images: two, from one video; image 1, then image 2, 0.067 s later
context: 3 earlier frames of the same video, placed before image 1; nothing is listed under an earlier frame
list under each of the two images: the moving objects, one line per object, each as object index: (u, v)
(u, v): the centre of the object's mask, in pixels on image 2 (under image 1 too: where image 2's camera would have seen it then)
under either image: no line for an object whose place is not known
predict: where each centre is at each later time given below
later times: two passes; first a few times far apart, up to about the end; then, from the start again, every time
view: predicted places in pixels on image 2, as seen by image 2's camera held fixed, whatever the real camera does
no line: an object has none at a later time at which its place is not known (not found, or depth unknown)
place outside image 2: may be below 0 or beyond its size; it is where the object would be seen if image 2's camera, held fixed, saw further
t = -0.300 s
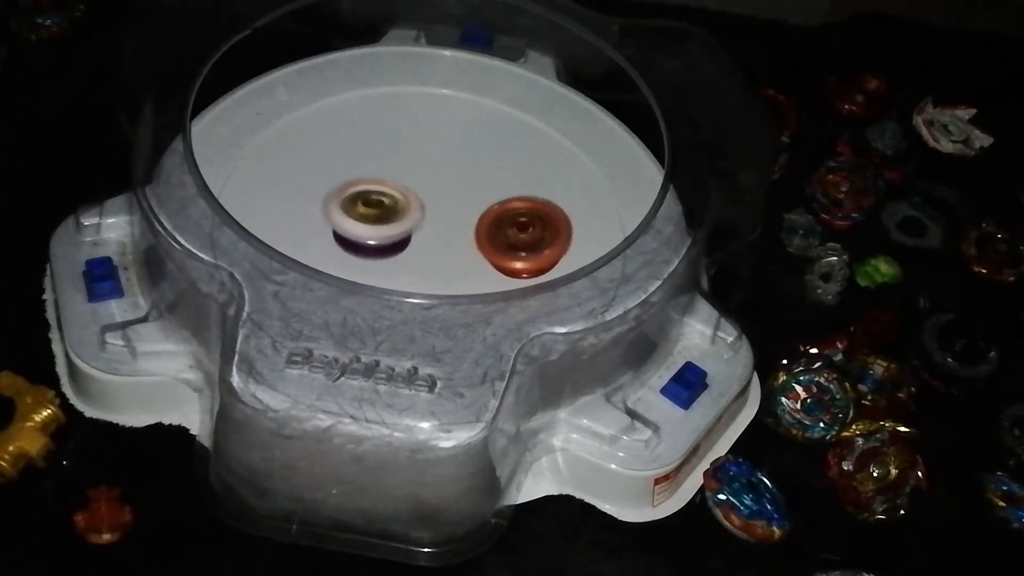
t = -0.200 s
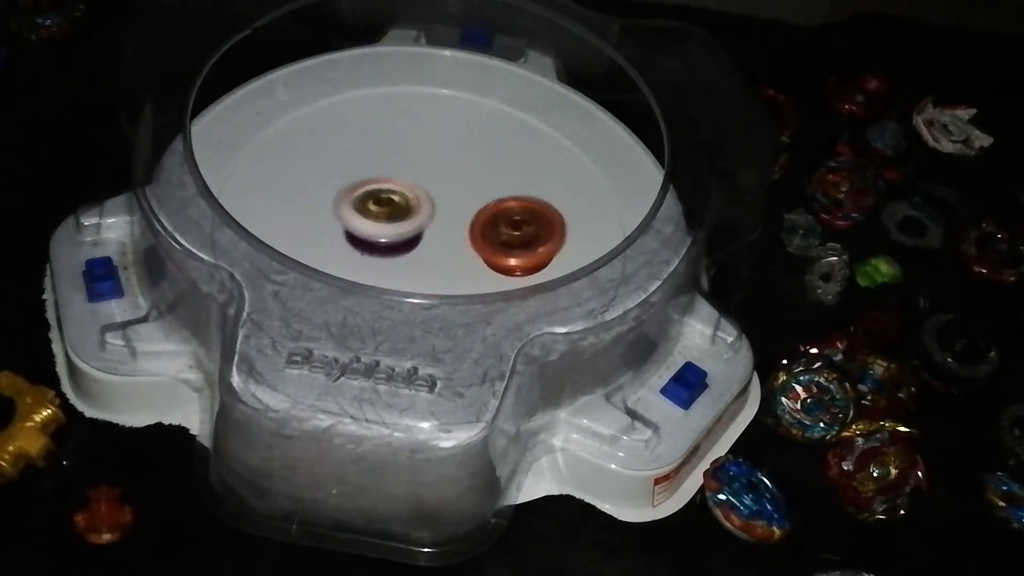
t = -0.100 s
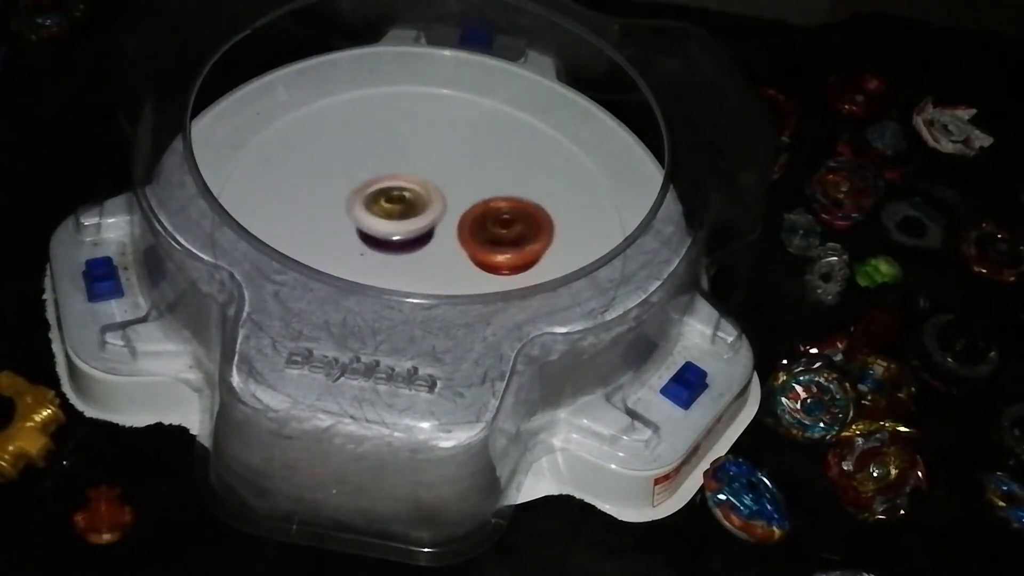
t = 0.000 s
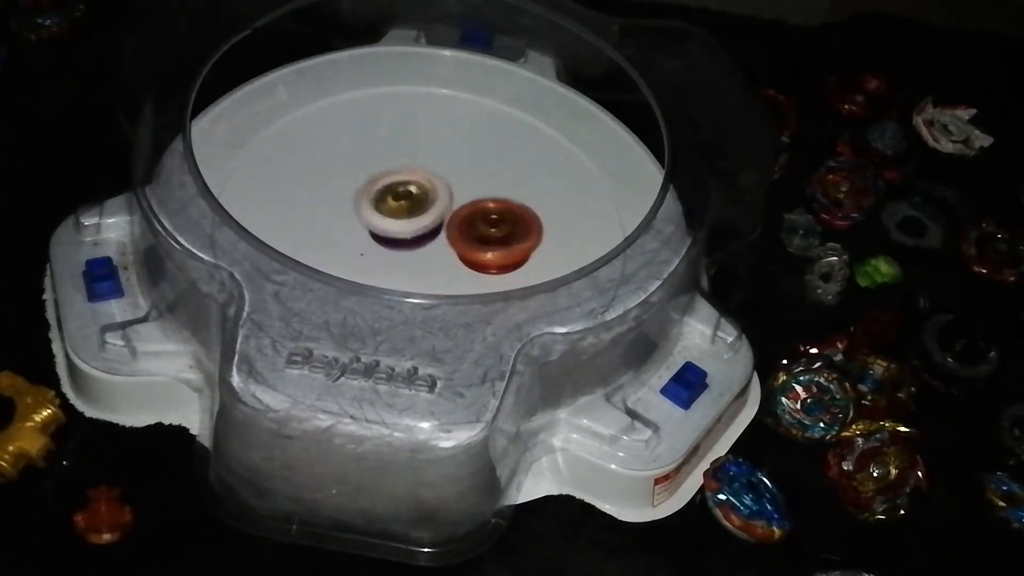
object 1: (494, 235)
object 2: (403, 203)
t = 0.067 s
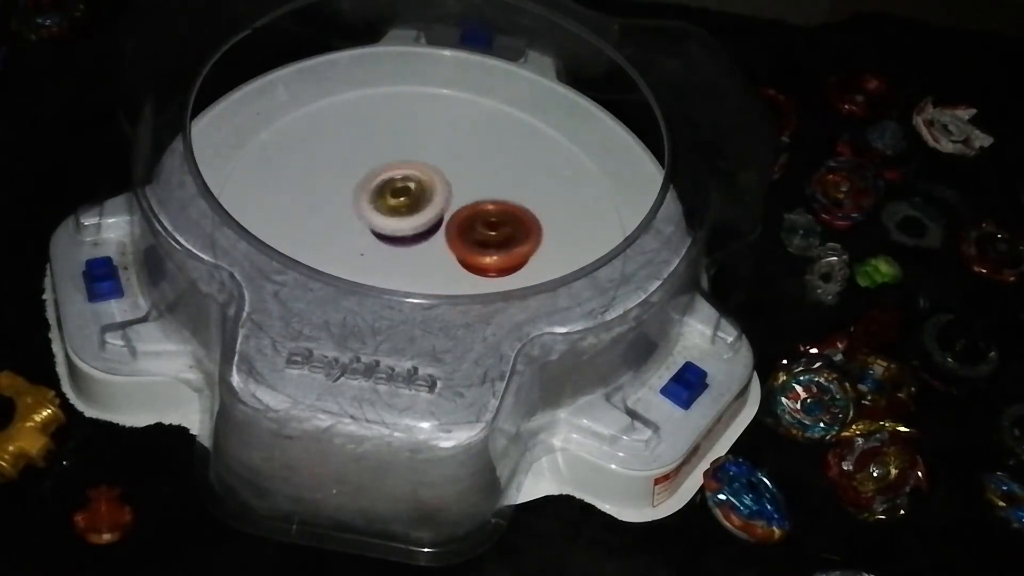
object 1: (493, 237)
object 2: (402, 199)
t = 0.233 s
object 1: (495, 238)
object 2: (385, 184)
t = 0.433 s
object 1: (463, 234)
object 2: (388, 182)
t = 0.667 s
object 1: (453, 242)
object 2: (379, 184)
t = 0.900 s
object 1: (450, 254)
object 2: (381, 189)
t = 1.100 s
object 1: (448, 259)
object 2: (385, 198)
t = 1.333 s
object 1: (445, 257)
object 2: (383, 195)
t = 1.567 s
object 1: (447, 250)
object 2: (382, 189)
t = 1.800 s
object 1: (459, 255)
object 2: (387, 185)
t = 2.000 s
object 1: (459, 255)
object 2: (393, 188)
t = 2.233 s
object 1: (456, 257)
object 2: (395, 191)
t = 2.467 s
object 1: (452, 258)
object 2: (400, 191)
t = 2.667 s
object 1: (451, 267)
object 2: (395, 181)
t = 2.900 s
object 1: (440, 265)
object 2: (405, 178)
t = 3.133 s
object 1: (424, 251)
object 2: (408, 178)
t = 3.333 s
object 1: (432, 249)
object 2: (408, 172)
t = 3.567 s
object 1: (445, 245)
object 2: (413, 172)
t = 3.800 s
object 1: (451, 246)
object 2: (419, 169)
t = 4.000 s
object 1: (448, 253)
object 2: (424, 176)
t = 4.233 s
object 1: (433, 253)
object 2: (428, 178)
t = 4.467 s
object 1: (419, 258)
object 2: (424, 171)
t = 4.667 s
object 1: (409, 249)
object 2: (435, 175)
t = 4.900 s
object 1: (404, 251)
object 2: (439, 181)
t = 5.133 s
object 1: (394, 254)
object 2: (442, 181)
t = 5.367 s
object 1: (396, 243)
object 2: (445, 181)
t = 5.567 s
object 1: (395, 252)
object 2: (460, 170)
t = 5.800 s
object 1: (406, 244)
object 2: (470, 185)
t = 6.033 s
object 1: (410, 252)
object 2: (472, 187)
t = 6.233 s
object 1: (419, 248)
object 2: (480, 187)
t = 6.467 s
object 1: (418, 249)
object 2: (480, 188)
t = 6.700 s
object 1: (403, 255)
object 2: (476, 195)
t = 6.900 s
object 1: (399, 245)
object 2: (488, 201)
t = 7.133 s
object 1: (393, 232)
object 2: (479, 196)
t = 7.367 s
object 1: (384, 238)
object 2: (475, 198)
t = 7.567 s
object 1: (385, 234)
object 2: (477, 205)
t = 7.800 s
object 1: (394, 232)
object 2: (481, 204)
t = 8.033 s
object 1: (396, 233)
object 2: (495, 215)
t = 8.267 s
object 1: (396, 233)
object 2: (493, 211)
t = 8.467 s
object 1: (387, 230)
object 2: (495, 214)
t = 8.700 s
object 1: (363, 216)
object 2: (505, 214)
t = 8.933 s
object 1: (390, 214)
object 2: (501, 230)
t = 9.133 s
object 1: (360, 218)
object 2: (502, 221)
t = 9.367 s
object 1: (355, 214)
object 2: (486, 235)
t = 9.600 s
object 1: (364, 218)
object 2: (466, 232)
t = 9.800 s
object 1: (352, 215)
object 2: (484, 233)
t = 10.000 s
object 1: (363, 217)
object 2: (473, 237)
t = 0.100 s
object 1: (490, 237)
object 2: (403, 198)
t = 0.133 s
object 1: (491, 238)
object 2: (398, 197)
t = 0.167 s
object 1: (495, 239)
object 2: (390, 191)
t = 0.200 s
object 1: (496, 239)
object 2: (387, 187)
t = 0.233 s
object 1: (495, 238)
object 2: (385, 184)
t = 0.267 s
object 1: (491, 237)
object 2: (384, 182)
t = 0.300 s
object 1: (486, 236)
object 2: (383, 182)
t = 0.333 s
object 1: (481, 236)
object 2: (384, 182)
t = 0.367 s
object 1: (475, 235)
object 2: (385, 182)
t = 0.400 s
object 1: (469, 235)
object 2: (387, 183)
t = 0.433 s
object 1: (463, 234)
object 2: (388, 182)
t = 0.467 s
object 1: (462, 236)
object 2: (387, 180)
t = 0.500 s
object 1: (464, 239)
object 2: (384, 179)
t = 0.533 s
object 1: (464, 241)
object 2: (383, 181)
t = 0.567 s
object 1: (463, 242)
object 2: (382, 181)
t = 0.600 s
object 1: (461, 242)
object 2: (382, 181)
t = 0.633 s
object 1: (457, 242)
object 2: (381, 183)
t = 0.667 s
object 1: (453, 242)
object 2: (379, 184)
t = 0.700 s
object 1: (449, 242)
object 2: (380, 184)
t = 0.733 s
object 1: (447, 244)
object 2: (379, 185)
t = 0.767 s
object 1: (449, 249)
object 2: (377, 183)
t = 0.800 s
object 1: (451, 251)
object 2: (377, 184)
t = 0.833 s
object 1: (452, 253)
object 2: (379, 185)
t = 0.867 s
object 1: (451, 254)
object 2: (379, 187)
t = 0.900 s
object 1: (450, 254)
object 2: (381, 189)
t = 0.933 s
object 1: (448, 255)
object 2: (384, 193)
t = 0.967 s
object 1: (448, 256)
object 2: (384, 195)
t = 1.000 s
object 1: (448, 258)
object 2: (385, 196)
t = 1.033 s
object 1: (447, 258)
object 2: (387, 197)
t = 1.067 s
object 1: (446, 258)
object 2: (387, 197)
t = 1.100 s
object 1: (448, 259)
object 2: (385, 198)
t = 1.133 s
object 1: (450, 261)
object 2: (385, 197)
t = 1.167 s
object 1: (450, 260)
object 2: (384, 197)
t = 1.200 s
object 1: (449, 259)
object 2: (386, 198)
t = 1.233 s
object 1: (447, 258)
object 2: (386, 197)
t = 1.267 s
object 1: (445, 257)
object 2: (384, 196)
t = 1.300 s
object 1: (444, 257)
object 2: (384, 195)
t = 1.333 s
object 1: (445, 257)
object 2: (383, 195)
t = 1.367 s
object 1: (446, 257)
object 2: (384, 193)
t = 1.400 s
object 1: (447, 255)
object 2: (384, 191)
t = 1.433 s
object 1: (446, 253)
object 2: (383, 191)
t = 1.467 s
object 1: (445, 252)
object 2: (383, 190)
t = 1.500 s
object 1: (446, 252)
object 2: (382, 190)
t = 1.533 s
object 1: (446, 251)
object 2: (382, 189)
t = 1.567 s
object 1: (447, 250)
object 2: (382, 189)
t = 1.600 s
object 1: (447, 250)
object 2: (382, 189)
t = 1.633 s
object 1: (448, 249)
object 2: (384, 190)
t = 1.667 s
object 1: (450, 250)
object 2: (386, 188)
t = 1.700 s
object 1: (450, 250)
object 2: (387, 188)
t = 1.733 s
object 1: (451, 250)
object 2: (389, 187)
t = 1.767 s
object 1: (456, 253)
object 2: (388, 184)
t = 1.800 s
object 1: (459, 255)
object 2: (387, 185)
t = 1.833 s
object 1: (462, 255)
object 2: (389, 186)
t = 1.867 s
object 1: (462, 255)
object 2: (391, 185)
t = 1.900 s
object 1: (462, 255)
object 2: (390, 185)
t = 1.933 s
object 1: (462, 255)
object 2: (392, 186)
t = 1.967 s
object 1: (460, 255)
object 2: (393, 186)
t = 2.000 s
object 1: (459, 255)
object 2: (393, 188)
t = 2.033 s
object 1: (457, 255)
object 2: (395, 189)
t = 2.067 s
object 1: (456, 255)
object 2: (396, 190)
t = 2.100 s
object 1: (455, 255)
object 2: (397, 191)
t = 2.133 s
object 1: (455, 256)
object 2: (397, 192)
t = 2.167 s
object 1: (454, 256)
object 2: (398, 193)
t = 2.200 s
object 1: (455, 256)
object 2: (398, 193)
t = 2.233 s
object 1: (456, 257)
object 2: (395, 191)
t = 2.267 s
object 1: (459, 259)
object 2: (392, 188)
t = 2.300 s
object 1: (461, 260)
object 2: (395, 189)
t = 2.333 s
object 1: (461, 260)
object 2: (396, 188)
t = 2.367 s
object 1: (460, 260)
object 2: (395, 187)
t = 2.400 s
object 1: (458, 260)
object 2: (395, 188)
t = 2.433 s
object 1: (455, 259)
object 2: (397, 190)
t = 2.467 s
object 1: (452, 258)
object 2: (400, 191)
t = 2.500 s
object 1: (448, 257)
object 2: (400, 187)
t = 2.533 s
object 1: (445, 256)
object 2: (399, 187)
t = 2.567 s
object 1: (444, 257)
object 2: (396, 188)
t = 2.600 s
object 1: (448, 262)
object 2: (393, 182)
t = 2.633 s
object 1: (450, 265)
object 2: (393, 180)
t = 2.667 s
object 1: (451, 267)
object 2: (395, 181)
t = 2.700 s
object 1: (453, 268)
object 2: (396, 182)
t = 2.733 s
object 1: (453, 268)
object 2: (397, 182)
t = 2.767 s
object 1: (451, 267)
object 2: (400, 182)
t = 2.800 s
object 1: (448, 267)
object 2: (402, 181)
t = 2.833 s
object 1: (446, 267)
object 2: (402, 181)
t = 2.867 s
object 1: (443, 266)
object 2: (404, 179)
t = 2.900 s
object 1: (440, 265)
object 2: (405, 178)
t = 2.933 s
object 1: (437, 264)
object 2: (405, 178)
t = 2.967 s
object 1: (434, 262)
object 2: (405, 177)
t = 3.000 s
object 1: (431, 260)
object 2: (407, 177)
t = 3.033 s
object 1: (429, 257)
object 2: (407, 177)
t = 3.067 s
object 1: (426, 255)
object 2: (407, 178)
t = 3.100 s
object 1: (424, 252)
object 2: (408, 179)
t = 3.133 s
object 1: (424, 251)
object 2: (408, 178)
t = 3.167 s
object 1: (425, 254)
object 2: (406, 174)
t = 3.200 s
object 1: (426, 255)
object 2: (406, 172)
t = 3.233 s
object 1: (427, 255)
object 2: (408, 171)
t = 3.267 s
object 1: (429, 254)
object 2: (409, 171)
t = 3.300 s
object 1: (431, 252)
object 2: (408, 171)
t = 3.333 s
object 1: (432, 249)
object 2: (408, 172)
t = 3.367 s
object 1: (433, 248)
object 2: (408, 172)
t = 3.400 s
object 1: (436, 249)
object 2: (406, 171)
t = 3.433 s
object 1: (438, 249)
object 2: (406, 171)
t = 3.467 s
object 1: (441, 249)
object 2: (407, 171)
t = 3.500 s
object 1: (443, 248)
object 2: (409, 172)
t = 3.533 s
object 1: (444, 246)
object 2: (411, 172)
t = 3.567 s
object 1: (445, 245)
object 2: (413, 172)
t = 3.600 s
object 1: (446, 244)
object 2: (415, 171)
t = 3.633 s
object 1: (446, 244)
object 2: (415, 170)
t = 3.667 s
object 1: (447, 244)
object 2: (416, 171)
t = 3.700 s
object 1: (449, 244)
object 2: (419, 171)
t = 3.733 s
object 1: (449, 244)
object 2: (419, 170)
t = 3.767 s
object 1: (450, 243)
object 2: (419, 170)
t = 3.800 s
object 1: (451, 246)
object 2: (419, 169)
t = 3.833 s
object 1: (451, 249)
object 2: (417, 169)
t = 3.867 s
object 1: (453, 250)
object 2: (417, 172)
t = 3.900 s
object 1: (453, 251)
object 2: (421, 174)
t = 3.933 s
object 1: (452, 252)
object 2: (422, 173)
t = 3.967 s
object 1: (450, 252)
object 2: (422, 175)
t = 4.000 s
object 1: (448, 253)
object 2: (424, 176)
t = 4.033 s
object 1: (446, 252)
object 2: (425, 177)
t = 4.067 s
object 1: (444, 252)
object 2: (426, 179)
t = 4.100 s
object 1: (442, 254)
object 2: (425, 177)
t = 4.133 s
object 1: (440, 255)
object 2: (425, 178)
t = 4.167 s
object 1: (438, 255)
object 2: (427, 179)
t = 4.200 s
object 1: (436, 254)
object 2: (429, 179)
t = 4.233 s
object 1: (433, 253)
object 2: (428, 178)
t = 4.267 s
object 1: (430, 252)
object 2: (427, 178)
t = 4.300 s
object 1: (428, 252)
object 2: (424, 177)
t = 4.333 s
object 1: (426, 256)
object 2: (422, 171)
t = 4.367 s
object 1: (423, 258)
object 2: (422, 169)
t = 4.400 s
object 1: (422, 259)
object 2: (424, 168)
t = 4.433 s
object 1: (421, 259)
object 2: (424, 168)
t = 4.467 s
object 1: (419, 258)
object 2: (424, 171)
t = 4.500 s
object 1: (416, 256)
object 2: (426, 174)
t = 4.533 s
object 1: (414, 255)
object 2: (429, 176)
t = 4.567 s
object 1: (412, 253)
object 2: (432, 177)
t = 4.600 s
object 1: (411, 252)
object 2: (434, 177)
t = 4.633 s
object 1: (410, 249)
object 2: (436, 176)
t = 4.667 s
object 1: (409, 249)
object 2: (435, 175)
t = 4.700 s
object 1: (408, 248)
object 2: (435, 176)
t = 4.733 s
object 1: (406, 250)
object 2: (437, 177)
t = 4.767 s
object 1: (406, 252)
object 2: (437, 176)
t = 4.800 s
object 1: (406, 252)
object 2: (437, 177)
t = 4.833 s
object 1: (405, 252)
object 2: (439, 177)
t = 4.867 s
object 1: (405, 252)
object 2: (440, 178)
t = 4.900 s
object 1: (404, 251)
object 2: (439, 181)
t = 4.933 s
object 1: (402, 250)
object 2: (440, 184)
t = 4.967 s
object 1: (399, 253)
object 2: (441, 180)
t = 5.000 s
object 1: (396, 254)
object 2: (440, 180)
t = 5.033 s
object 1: (396, 255)
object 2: (441, 182)
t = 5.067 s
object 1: (396, 255)
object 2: (442, 181)
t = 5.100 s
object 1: (395, 255)
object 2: (442, 181)
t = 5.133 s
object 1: (394, 254)
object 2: (442, 181)
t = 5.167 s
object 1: (393, 252)
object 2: (443, 182)
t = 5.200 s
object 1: (393, 251)
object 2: (444, 182)
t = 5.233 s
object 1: (394, 249)
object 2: (444, 182)
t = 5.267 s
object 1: (394, 247)
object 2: (444, 183)
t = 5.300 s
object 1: (395, 245)
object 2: (444, 183)
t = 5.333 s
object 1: (395, 244)
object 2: (445, 182)
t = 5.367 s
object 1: (396, 243)
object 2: (445, 181)
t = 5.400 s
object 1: (394, 247)
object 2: (450, 177)
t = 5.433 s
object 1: (392, 251)
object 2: (455, 172)
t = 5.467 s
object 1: (393, 252)
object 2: (461, 169)
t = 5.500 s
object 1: (394, 253)
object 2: (462, 168)
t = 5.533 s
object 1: (395, 253)
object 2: (462, 168)
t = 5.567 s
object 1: (395, 252)
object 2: (460, 170)
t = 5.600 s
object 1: (395, 252)
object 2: (460, 172)
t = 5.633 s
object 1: (397, 251)
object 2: (459, 178)
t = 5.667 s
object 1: (398, 250)
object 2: (460, 184)
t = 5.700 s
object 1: (399, 249)
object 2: (464, 186)
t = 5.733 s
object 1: (401, 248)
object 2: (468, 187)
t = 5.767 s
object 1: (403, 246)
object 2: (470, 185)
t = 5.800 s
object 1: (406, 244)
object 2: (470, 185)
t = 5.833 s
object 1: (408, 243)
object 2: (471, 186)
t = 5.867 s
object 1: (409, 243)
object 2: (473, 186)
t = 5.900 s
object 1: (405, 247)
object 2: (475, 178)
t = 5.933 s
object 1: (404, 250)
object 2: (473, 177)
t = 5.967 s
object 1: (405, 251)
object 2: (469, 179)
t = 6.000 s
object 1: (407, 252)
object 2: (468, 185)
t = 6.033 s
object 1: (410, 252)
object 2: (472, 187)
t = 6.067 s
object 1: (412, 252)
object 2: (478, 188)
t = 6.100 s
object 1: (414, 252)
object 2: (480, 184)
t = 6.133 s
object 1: (415, 250)
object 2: (478, 181)
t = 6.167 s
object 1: (417, 250)
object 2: (475, 183)
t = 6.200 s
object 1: (418, 249)
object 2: (477, 185)
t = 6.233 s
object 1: (419, 248)
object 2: (480, 187)
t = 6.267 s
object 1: (420, 246)
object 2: (480, 187)
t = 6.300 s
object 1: (422, 245)
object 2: (479, 188)
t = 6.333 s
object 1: (422, 245)
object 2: (480, 189)
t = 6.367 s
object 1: (421, 246)
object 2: (480, 190)
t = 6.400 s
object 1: (418, 248)
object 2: (481, 190)
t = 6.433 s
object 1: (417, 249)
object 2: (481, 190)
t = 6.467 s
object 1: (418, 249)
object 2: (480, 188)
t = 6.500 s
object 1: (419, 248)
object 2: (477, 190)
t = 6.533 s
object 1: (414, 251)
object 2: (476, 189)
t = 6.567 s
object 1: (409, 254)
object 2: (477, 186)
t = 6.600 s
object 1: (407, 255)
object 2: (476, 186)
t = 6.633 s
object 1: (406, 256)
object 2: (475, 188)
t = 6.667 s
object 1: (405, 256)
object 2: (476, 190)
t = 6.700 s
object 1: (403, 255)
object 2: (476, 195)
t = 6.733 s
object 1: (401, 254)
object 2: (478, 197)
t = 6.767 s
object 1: (399, 253)
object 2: (481, 200)
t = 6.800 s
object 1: (399, 252)
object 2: (484, 201)
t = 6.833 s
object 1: (398, 250)
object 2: (487, 201)
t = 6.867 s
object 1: (399, 247)
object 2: (488, 201)
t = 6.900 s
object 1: (399, 245)
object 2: (488, 201)
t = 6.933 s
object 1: (400, 242)
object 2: (487, 202)
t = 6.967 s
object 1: (401, 240)
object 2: (485, 203)
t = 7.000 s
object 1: (397, 236)
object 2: (485, 201)
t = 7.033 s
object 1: (395, 234)
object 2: (484, 202)
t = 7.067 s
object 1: (392, 233)
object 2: (485, 201)
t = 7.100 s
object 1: (391, 233)
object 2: (484, 196)
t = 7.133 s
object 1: (393, 232)
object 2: (479, 196)
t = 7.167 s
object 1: (392, 233)
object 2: (479, 195)
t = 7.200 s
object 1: (392, 234)
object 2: (477, 195)
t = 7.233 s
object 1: (391, 235)
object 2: (475, 195)
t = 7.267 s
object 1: (387, 237)
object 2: (475, 194)
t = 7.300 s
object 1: (385, 238)
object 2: (474, 195)
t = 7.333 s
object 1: (385, 238)
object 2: (475, 196)
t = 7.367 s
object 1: (384, 238)
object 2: (475, 198)
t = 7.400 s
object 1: (384, 238)
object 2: (478, 199)
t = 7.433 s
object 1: (384, 237)
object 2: (479, 201)
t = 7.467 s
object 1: (384, 236)
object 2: (480, 202)
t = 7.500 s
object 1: (385, 235)
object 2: (480, 204)
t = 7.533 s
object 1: (386, 234)
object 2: (478, 204)
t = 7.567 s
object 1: (385, 234)
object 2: (477, 205)
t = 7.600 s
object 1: (384, 234)
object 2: (478, 203)
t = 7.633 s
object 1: (385, 234)
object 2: (479, 203)
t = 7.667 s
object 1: (387, 234)
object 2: (481, 201)
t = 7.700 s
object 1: (388, 233)
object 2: (481, 202)
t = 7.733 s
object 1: (389, 233)
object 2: (481, 203)
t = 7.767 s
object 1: (392, 232)
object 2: (481, 202)
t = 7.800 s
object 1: (394, 232)
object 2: (481, 204)
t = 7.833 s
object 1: (395, 232)
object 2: (481, 206)
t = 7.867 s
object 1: (395, 231)
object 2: (483, 207)
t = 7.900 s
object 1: (392, 232)
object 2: (488, 208)
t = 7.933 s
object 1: (391, 233)
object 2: (490, 211)
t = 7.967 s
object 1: (392, 233)
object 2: (493, 213)
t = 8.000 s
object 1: (394, 233)
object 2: (495, 214)
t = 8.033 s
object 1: (396, 233)
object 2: (495, 215)
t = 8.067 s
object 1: (397, 232)
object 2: (495, 215)
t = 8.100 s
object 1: (399, 232)
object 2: (493, 214)
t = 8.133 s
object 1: (401, 231)
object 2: (493, 213)
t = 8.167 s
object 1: (399, 232)
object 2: (493, 212)
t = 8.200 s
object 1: (399, 232)
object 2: (492, 212)
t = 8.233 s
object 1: (399, 232)
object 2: (491, 212)
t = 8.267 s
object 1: (396, 233)
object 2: (493, 211)
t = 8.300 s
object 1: (394, 233)
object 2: (495, 212)
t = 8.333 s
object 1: (395, 233)
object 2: (496, 213)
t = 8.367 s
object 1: (395, 233)
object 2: (496, 212)
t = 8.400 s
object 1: (394, 232)
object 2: (494, 213)
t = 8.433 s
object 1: (395, 231)
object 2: (491, 213)
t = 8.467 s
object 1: (387, 230)
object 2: (495, 214)
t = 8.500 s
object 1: (375, 228)
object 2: (505, 212)
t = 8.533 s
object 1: (366, 226)
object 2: (511, 211)
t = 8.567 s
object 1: (363, 224)
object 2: (515, 211)
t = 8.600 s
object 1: (362, 223)
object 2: (515, 211)
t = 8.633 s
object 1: (362, 221)
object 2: (513, 211)
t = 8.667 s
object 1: (362, 218)
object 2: (509, 213)
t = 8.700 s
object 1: (363, 216)
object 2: (505, 214)
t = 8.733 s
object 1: (365, 213)
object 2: (501, 220)
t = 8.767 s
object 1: (369, 212)
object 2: (500, 224)
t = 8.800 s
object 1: (372, 210)
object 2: (502, 227)
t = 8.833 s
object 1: (376, 210)
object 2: (505, 229)
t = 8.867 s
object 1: (381, 211)
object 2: (506, 229)
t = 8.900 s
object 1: (385, 212)
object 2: (503, 229)
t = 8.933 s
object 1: (390, 214)
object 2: (501, 230)
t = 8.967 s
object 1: (394, 216)
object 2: (496, 229)
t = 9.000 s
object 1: (387, 218)
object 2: (502, 229)
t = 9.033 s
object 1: (376, 216)
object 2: (510, 224)
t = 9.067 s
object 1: (366, 217)
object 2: (512, 221)
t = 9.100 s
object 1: (362, 218)
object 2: (509, 221)
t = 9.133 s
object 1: (360, 218)
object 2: (502, 221)
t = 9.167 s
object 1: (359, 219)
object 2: (495, 223)
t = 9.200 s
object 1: (357, 219)
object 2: (489, 229)
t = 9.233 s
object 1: (355, 218)
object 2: (491, 234)
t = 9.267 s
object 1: (354, 217)
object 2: (489, 236)
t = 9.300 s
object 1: (353, 216)
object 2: (489, 235)
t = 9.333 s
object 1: (354, 215)
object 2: (489, 235)
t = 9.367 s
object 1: (355, 214)
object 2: (486, 235)
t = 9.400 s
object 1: (357, 214)
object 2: (483, 235)
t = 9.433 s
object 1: (360, 214)
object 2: (478, 237)
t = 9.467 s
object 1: (362, 215)
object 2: (472, 236)
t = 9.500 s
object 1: (366, 216)
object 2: (467, 238)
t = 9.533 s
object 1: (364, 216)
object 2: (465, 238)
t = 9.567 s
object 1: (365, 217)
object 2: (462, 236)
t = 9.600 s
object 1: (364, 218)
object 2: (466, 232)
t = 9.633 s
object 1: (363, 219)
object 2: (468, 231)
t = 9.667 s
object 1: (364, 219)
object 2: (467, 231)
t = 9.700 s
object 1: (362, 219)
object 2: (468, 232)
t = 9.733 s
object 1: (355, 217)
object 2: (474, 232)
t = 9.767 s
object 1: (352, 216)
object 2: (480, 232)
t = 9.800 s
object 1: (352, 215)
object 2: (484, 233)
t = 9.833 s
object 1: (353, 215)
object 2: (486, 233)
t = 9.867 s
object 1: (355, 214)
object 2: (486, 232)
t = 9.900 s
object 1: (357, 214)
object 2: (485, 233)
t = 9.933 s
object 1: (358, 214)
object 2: (482, 233)
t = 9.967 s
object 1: (360, 215)
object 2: (477, 234)
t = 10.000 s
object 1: (363, 217)
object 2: (473, 237)
